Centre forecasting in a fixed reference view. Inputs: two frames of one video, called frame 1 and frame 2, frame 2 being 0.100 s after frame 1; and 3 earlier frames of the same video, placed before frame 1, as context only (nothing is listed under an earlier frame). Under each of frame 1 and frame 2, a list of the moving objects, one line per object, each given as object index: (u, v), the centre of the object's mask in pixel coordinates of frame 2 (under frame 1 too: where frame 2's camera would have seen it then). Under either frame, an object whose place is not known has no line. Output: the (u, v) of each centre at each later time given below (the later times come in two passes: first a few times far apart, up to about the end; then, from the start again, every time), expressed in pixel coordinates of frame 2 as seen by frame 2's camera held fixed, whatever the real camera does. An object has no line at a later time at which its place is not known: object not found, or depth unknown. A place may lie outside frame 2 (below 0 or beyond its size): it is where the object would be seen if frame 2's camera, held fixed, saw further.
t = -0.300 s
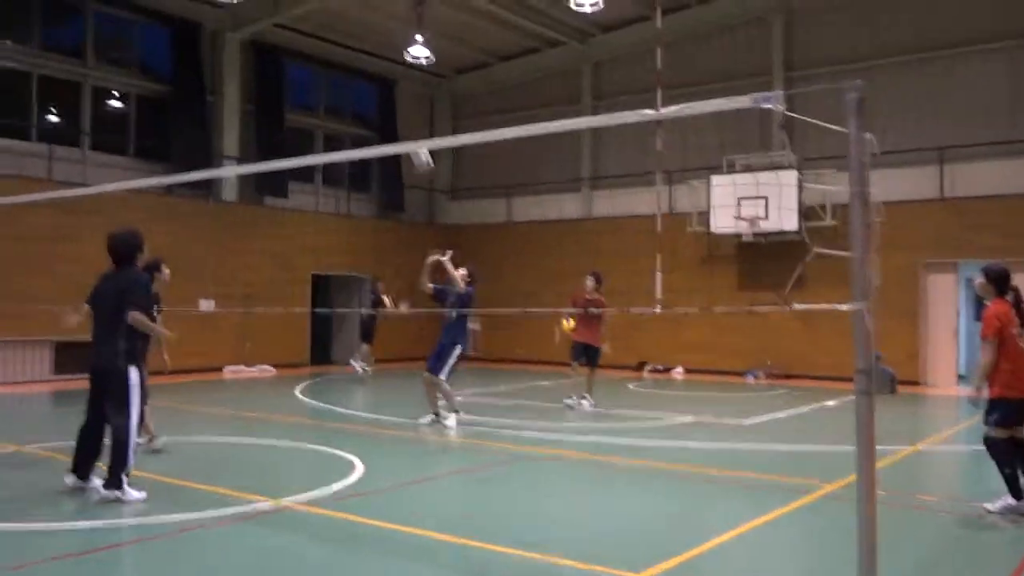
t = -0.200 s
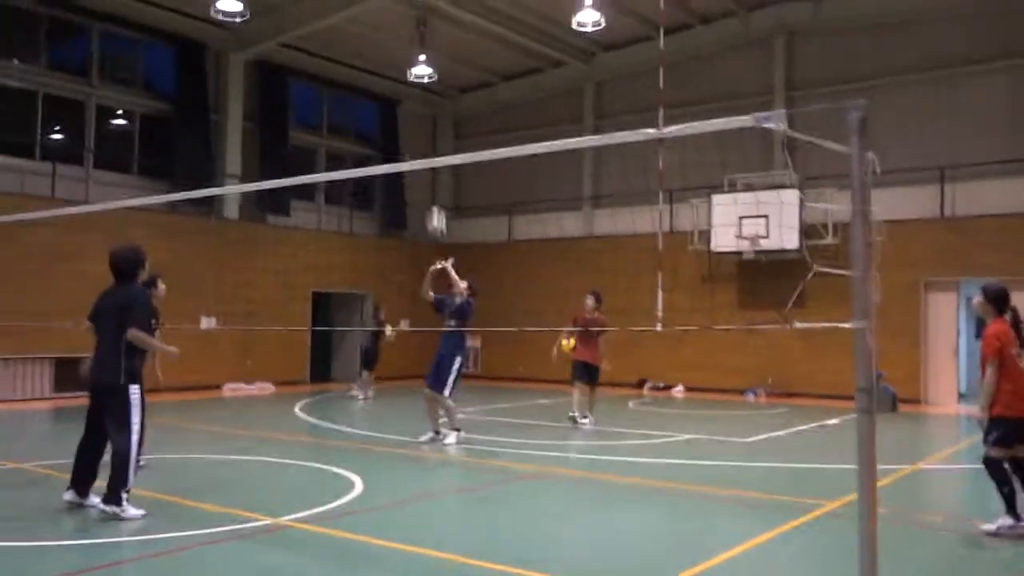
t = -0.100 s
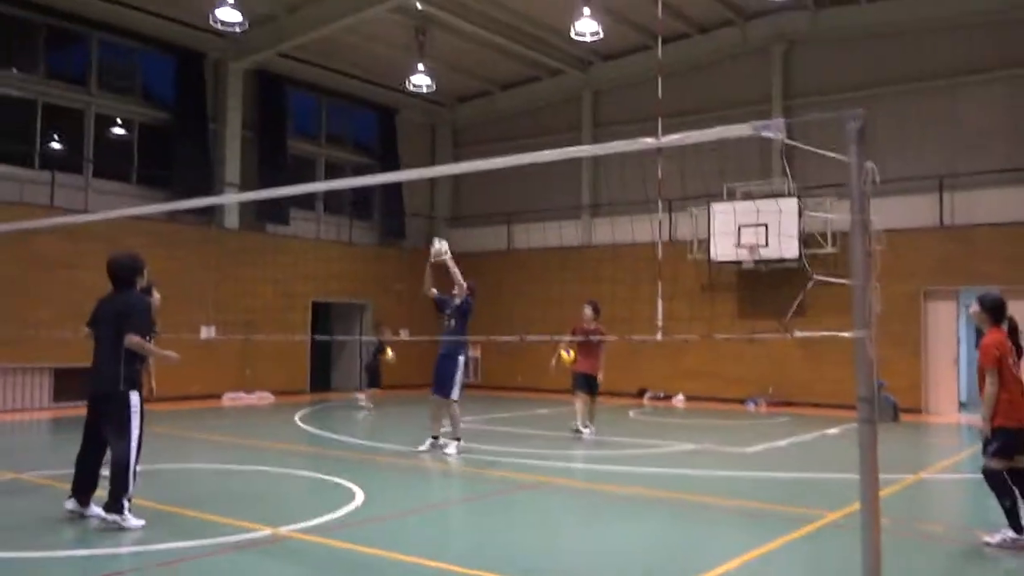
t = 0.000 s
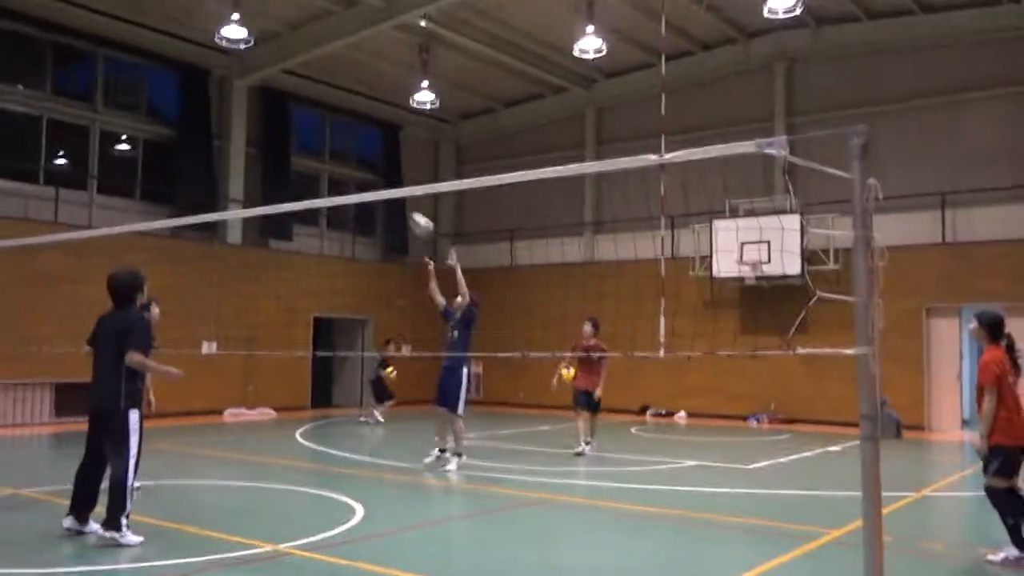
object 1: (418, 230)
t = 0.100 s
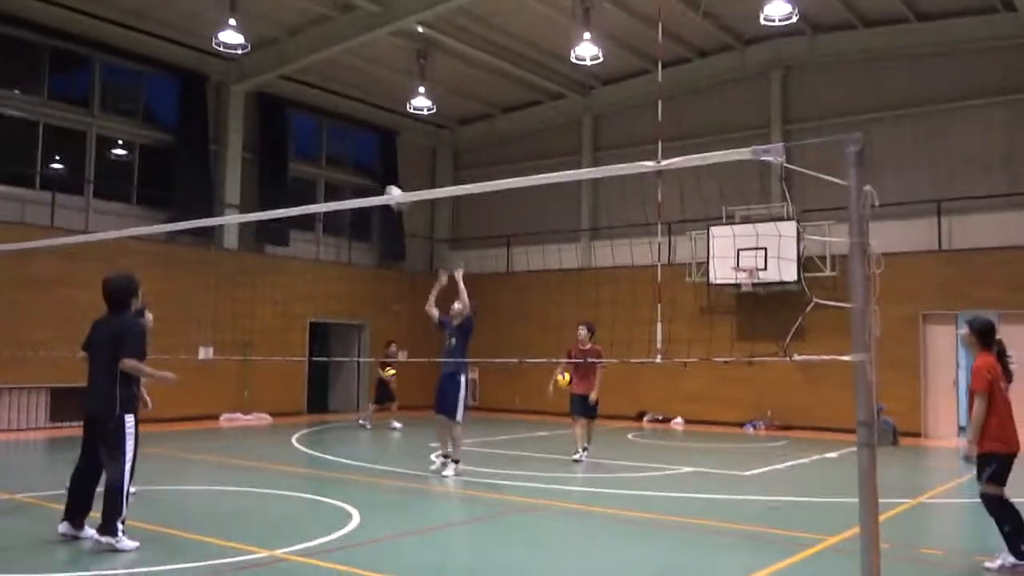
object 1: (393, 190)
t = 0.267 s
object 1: (357, 161)
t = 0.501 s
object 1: (299, 151)
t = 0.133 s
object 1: (386, 186)
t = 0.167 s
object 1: (379, 180)
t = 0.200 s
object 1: (372, 173)
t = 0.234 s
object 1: (364, 166)
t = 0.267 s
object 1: (357, 161)
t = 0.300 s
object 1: (349, 157)
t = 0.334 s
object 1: (340, 153)
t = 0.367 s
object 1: (333, 151)
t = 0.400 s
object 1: (324, 149)
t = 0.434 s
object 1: (315, 149)
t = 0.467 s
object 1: (308, 149)
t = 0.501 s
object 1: (299, 151)
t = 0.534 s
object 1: (290, 154)
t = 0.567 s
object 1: (281, 158)
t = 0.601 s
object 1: (273, 163)
